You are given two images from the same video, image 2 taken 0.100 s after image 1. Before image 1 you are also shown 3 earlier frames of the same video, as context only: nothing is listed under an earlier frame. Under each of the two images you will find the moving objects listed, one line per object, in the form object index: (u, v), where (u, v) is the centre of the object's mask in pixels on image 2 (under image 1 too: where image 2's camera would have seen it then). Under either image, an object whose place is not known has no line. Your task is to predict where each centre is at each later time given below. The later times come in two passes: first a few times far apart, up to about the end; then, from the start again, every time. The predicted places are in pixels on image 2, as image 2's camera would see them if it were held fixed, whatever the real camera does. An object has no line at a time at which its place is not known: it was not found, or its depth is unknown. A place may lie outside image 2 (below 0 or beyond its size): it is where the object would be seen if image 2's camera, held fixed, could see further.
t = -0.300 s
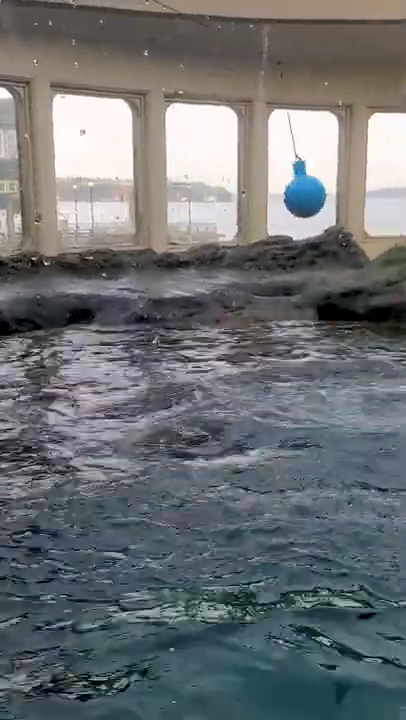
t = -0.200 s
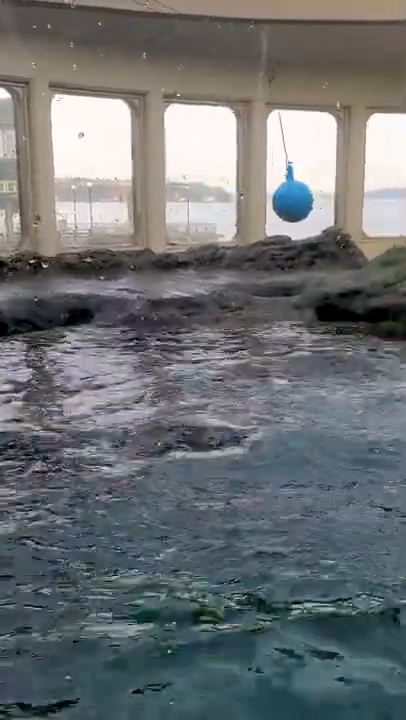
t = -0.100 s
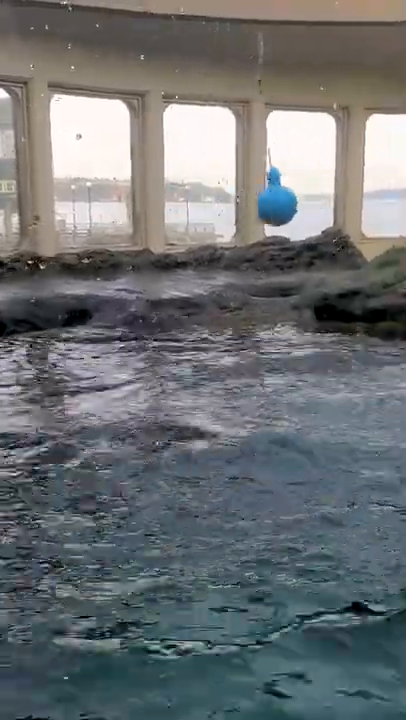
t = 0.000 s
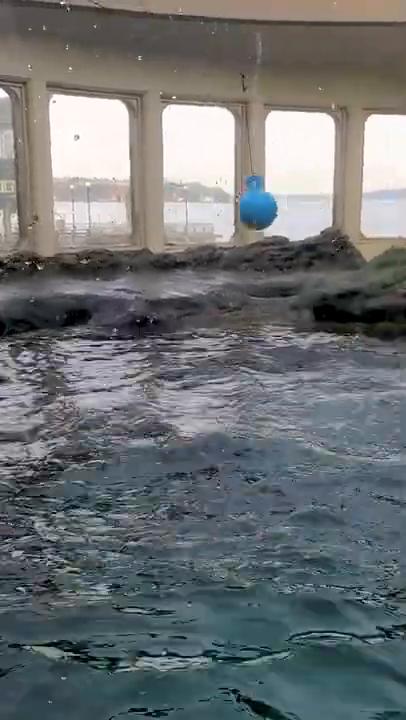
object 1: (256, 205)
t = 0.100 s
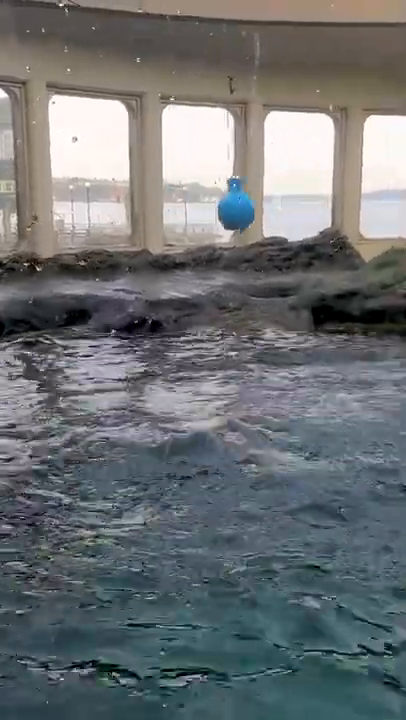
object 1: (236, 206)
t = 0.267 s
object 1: (202, 206)
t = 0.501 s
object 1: (166, 197)
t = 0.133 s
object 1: (229, 207)
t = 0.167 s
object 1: (222, 207)
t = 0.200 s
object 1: (216, 206)
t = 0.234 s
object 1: (208, 206)
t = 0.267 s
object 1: (202, 206)
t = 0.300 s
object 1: (196, 206)
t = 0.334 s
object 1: (190, 204)
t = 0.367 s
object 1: (184, 203)
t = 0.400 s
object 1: (178, 201)
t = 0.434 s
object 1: (174, 200)
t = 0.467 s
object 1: (170, 199)
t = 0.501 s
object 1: (166, 197)
